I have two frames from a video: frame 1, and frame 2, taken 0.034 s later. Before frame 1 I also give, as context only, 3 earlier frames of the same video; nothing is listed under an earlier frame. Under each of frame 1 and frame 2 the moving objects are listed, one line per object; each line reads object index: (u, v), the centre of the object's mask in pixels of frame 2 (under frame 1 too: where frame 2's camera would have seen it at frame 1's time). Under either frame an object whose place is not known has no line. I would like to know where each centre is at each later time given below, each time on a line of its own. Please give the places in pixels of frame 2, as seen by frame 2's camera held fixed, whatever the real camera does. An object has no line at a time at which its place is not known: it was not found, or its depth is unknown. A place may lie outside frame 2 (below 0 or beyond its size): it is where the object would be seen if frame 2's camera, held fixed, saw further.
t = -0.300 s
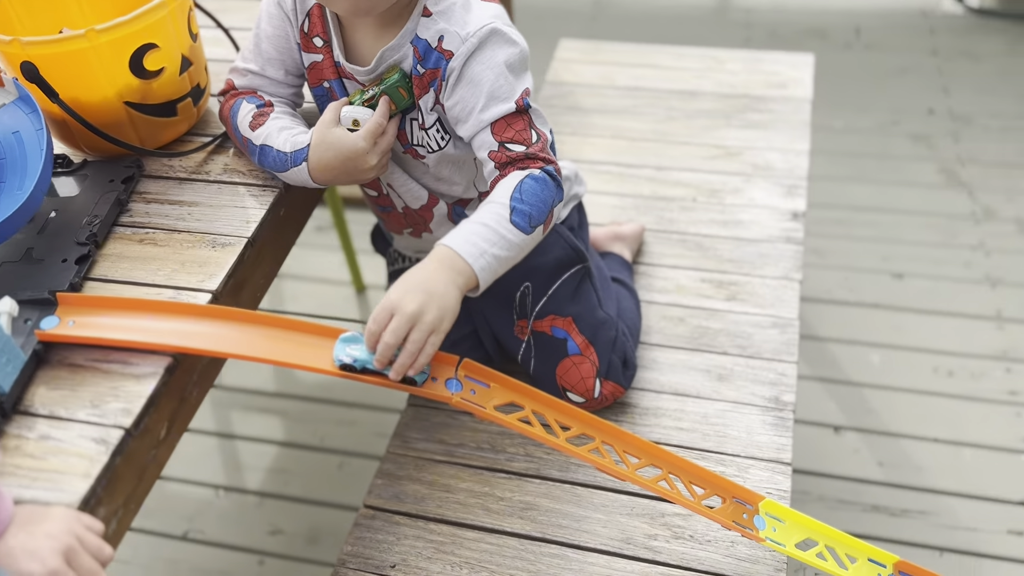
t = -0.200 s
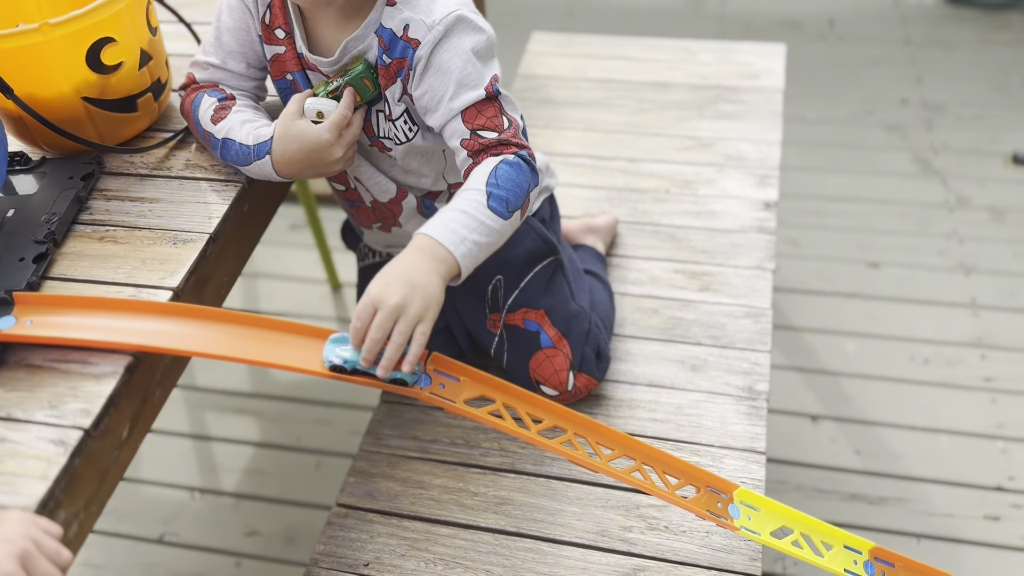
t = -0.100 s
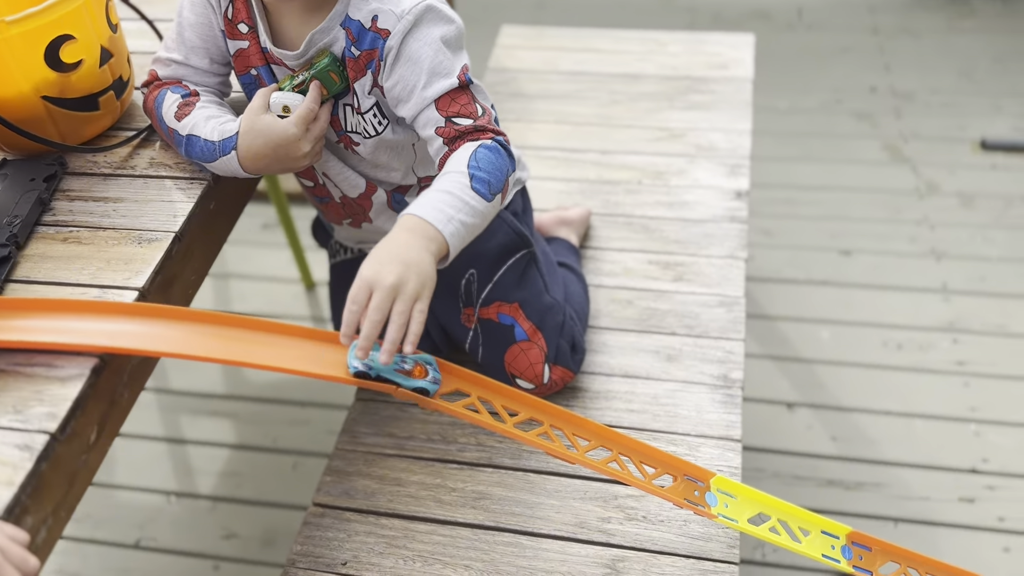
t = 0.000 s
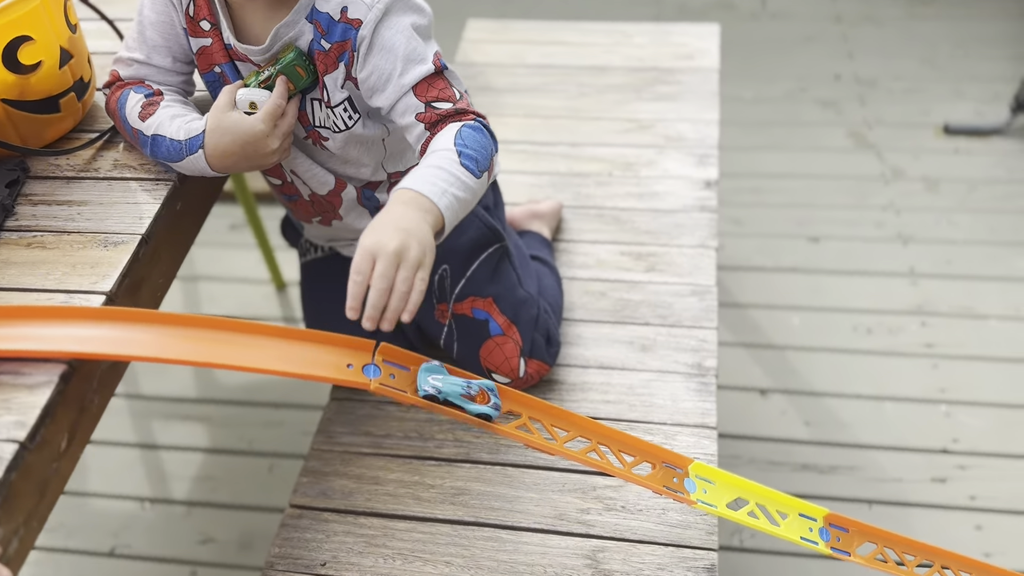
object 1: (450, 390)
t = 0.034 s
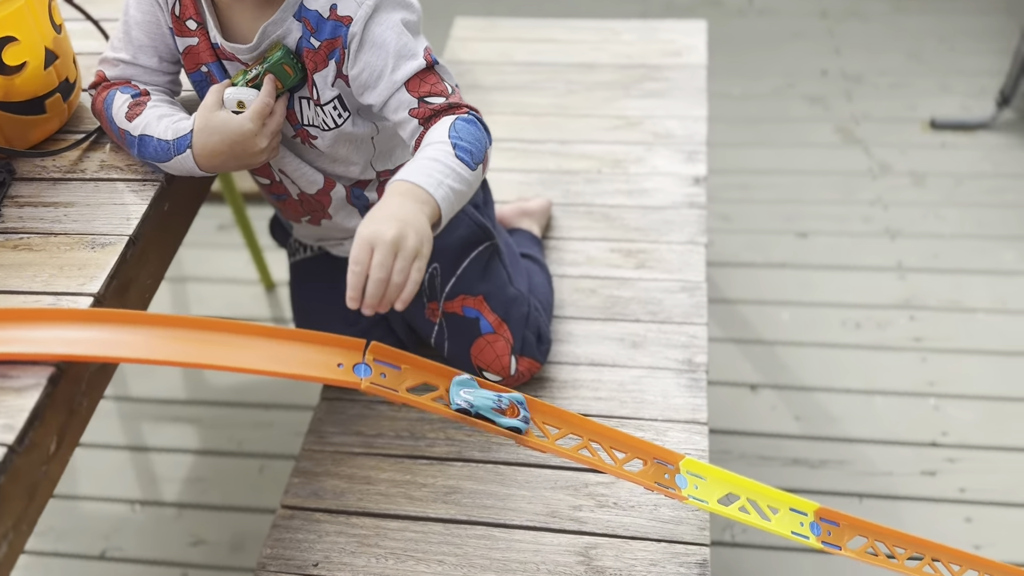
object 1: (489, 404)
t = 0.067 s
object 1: (533, 421)
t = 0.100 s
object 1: (581, 438)
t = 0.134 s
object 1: (632, 458)
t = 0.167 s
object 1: (686, 479)
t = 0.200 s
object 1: (743, 500)
